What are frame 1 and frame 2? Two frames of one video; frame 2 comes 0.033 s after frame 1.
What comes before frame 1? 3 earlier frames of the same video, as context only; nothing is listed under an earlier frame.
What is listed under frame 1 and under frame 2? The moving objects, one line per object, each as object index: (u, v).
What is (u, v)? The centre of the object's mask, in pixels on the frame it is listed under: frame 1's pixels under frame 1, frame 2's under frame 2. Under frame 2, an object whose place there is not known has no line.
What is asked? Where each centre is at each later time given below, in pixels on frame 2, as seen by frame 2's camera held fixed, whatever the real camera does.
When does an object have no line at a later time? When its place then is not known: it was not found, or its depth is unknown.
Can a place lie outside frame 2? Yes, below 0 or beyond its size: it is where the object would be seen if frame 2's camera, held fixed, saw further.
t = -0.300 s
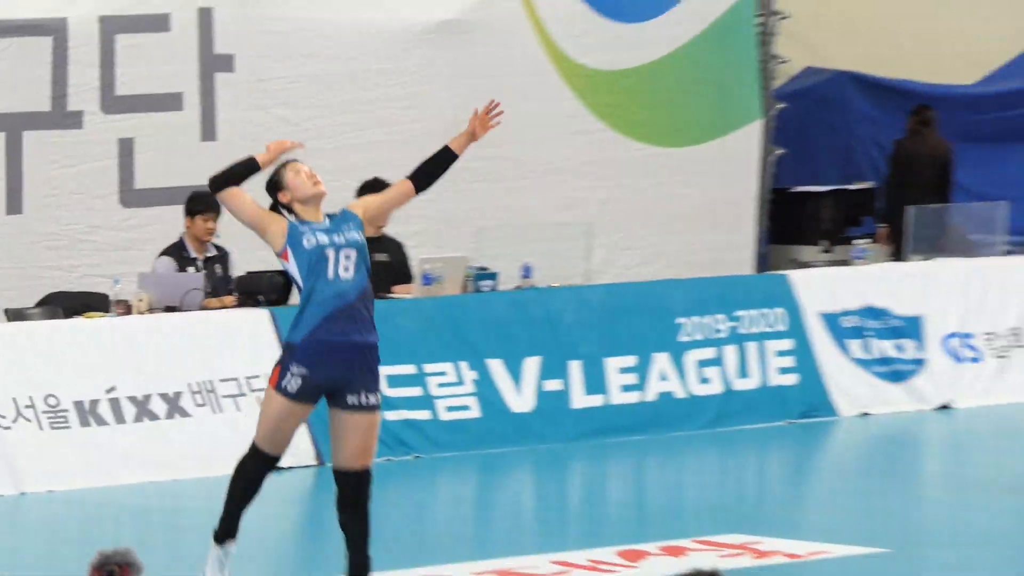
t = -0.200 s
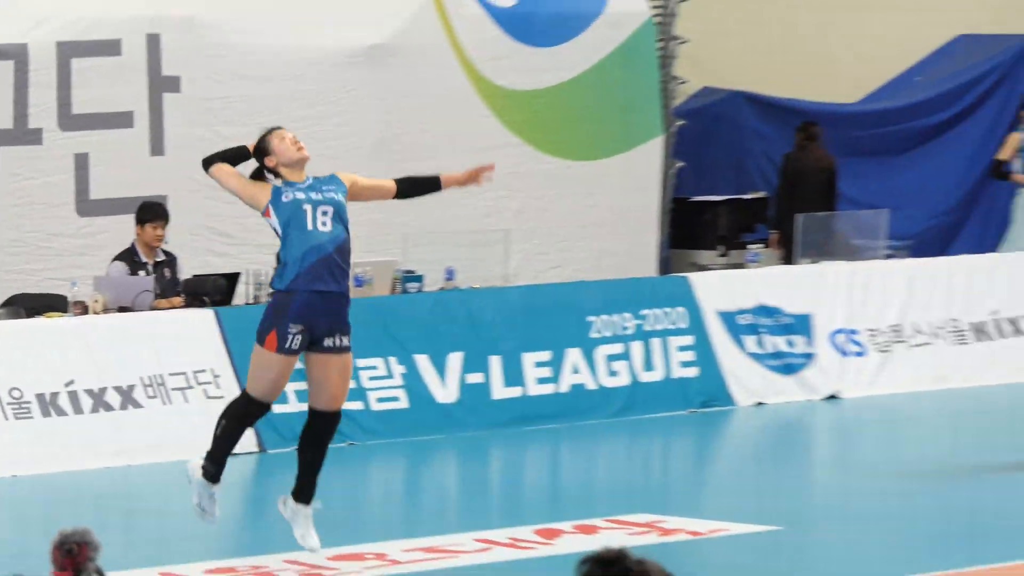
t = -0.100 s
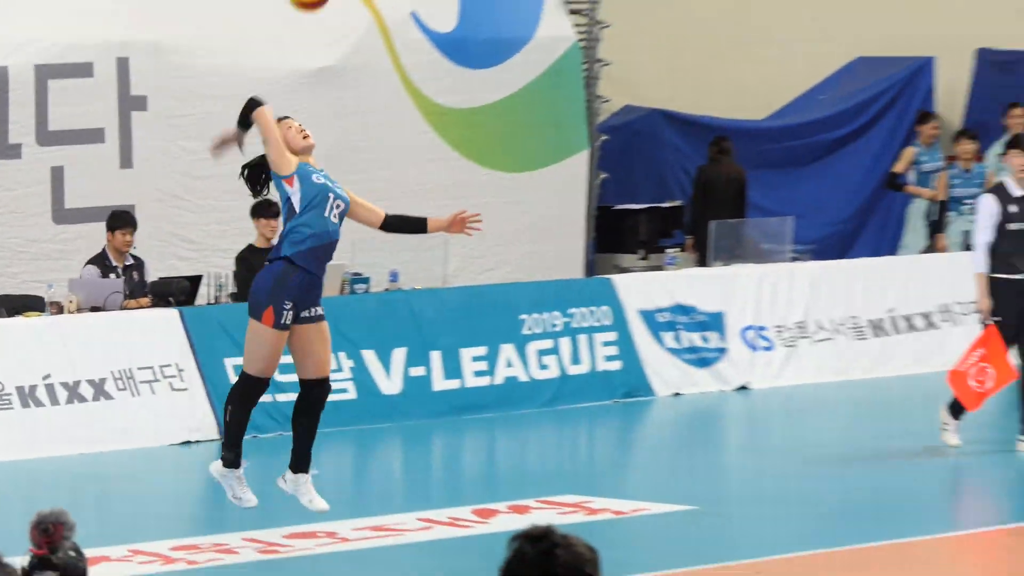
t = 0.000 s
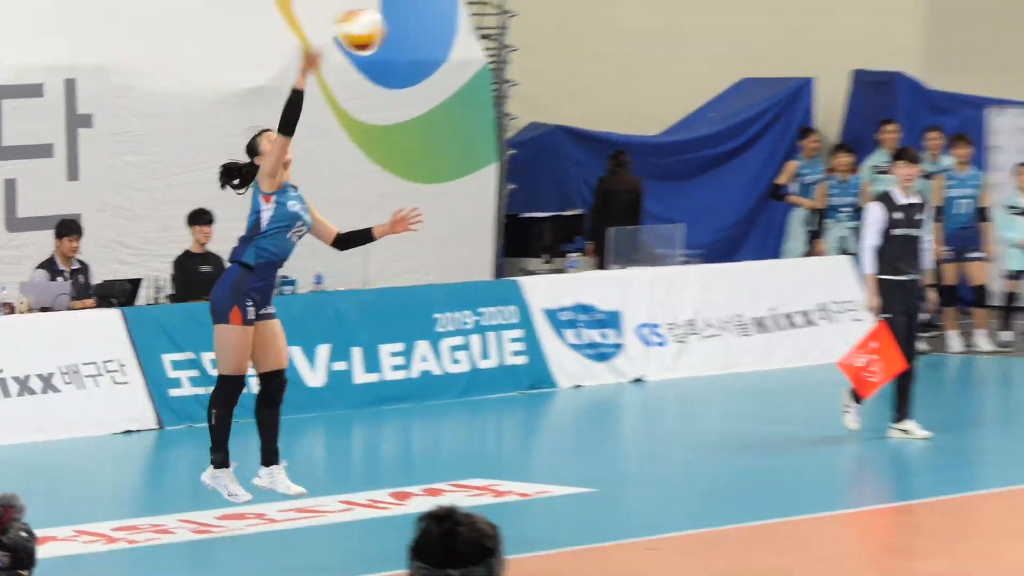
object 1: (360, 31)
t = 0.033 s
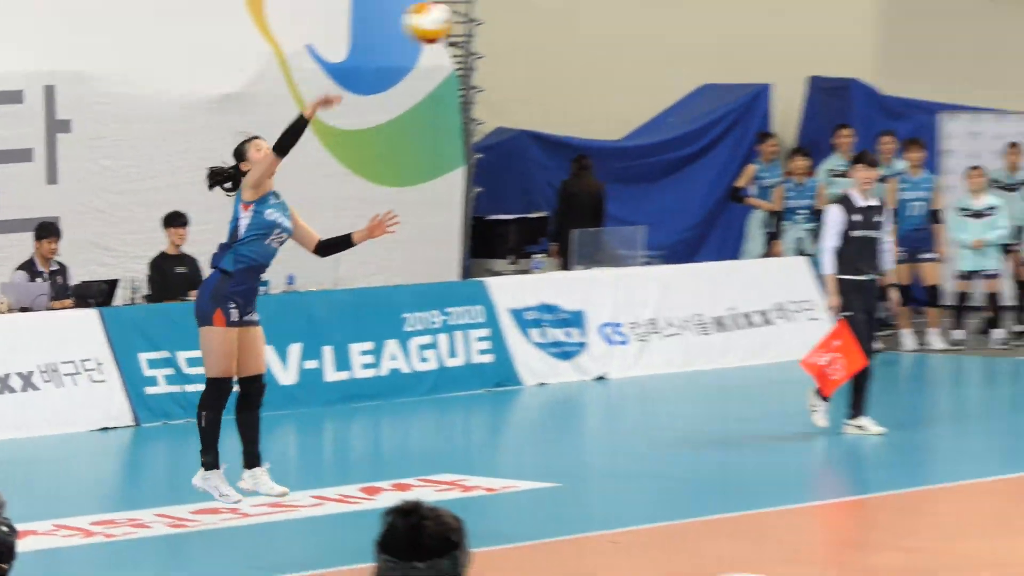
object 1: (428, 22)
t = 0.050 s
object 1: (478, 15)
